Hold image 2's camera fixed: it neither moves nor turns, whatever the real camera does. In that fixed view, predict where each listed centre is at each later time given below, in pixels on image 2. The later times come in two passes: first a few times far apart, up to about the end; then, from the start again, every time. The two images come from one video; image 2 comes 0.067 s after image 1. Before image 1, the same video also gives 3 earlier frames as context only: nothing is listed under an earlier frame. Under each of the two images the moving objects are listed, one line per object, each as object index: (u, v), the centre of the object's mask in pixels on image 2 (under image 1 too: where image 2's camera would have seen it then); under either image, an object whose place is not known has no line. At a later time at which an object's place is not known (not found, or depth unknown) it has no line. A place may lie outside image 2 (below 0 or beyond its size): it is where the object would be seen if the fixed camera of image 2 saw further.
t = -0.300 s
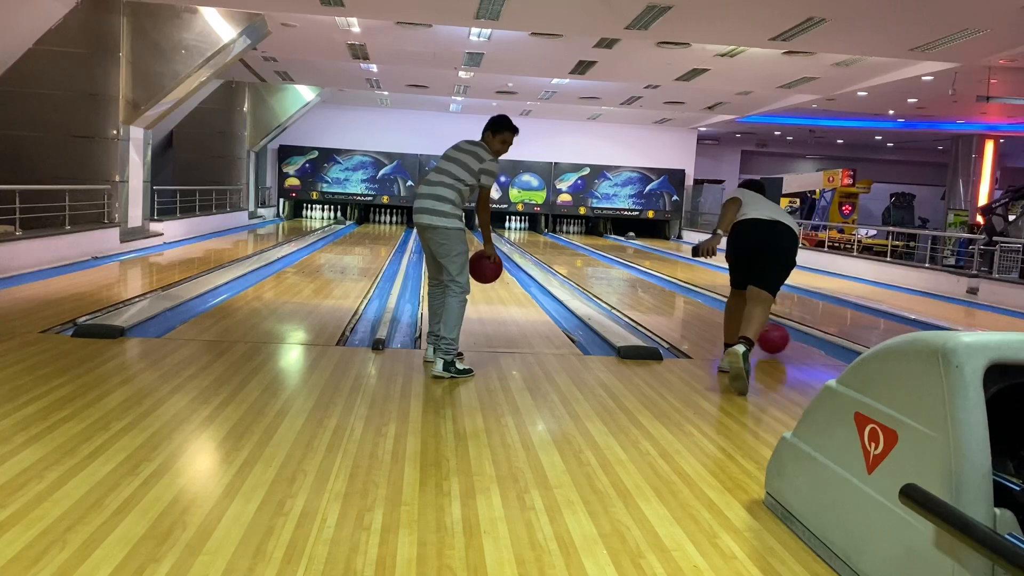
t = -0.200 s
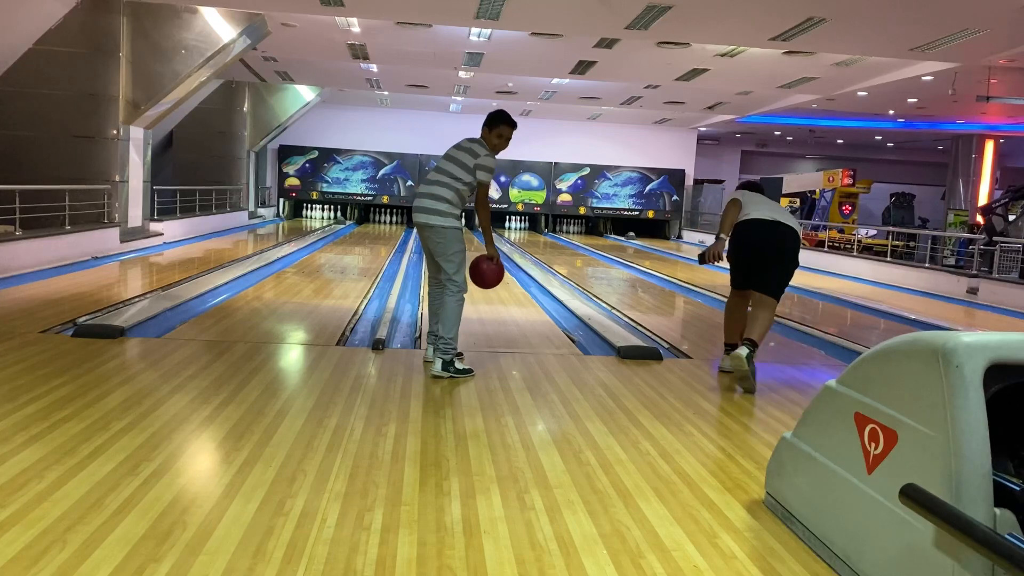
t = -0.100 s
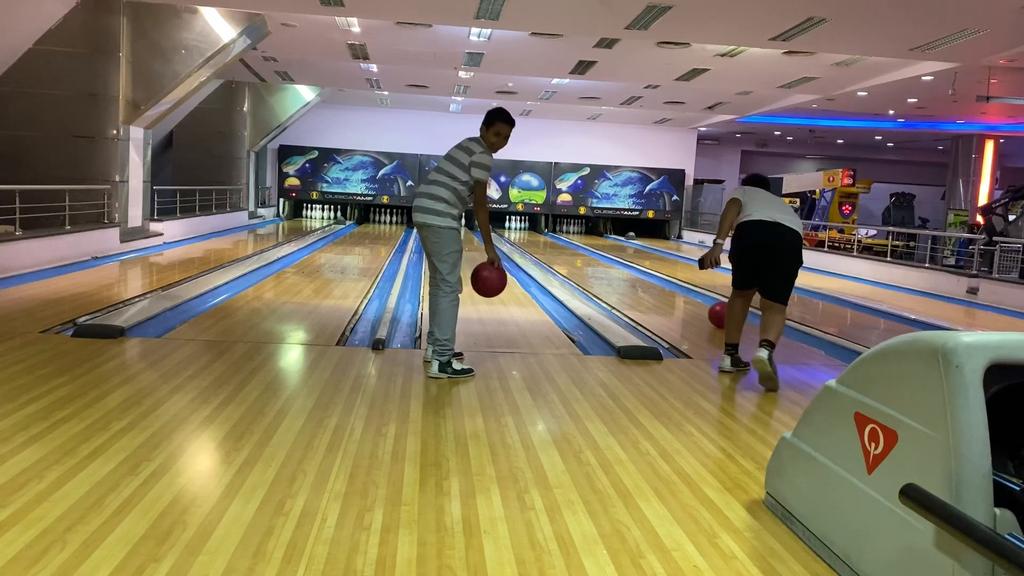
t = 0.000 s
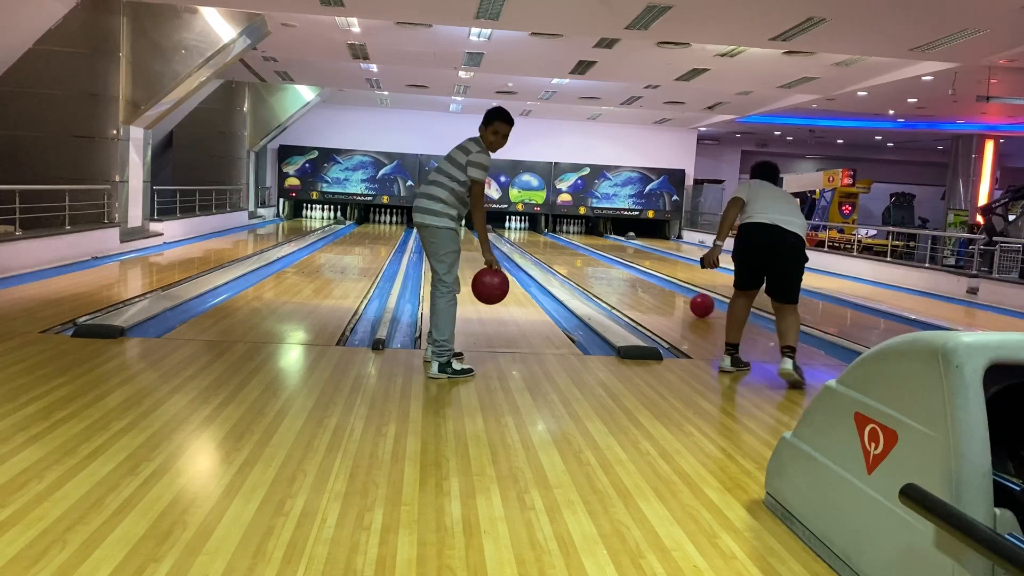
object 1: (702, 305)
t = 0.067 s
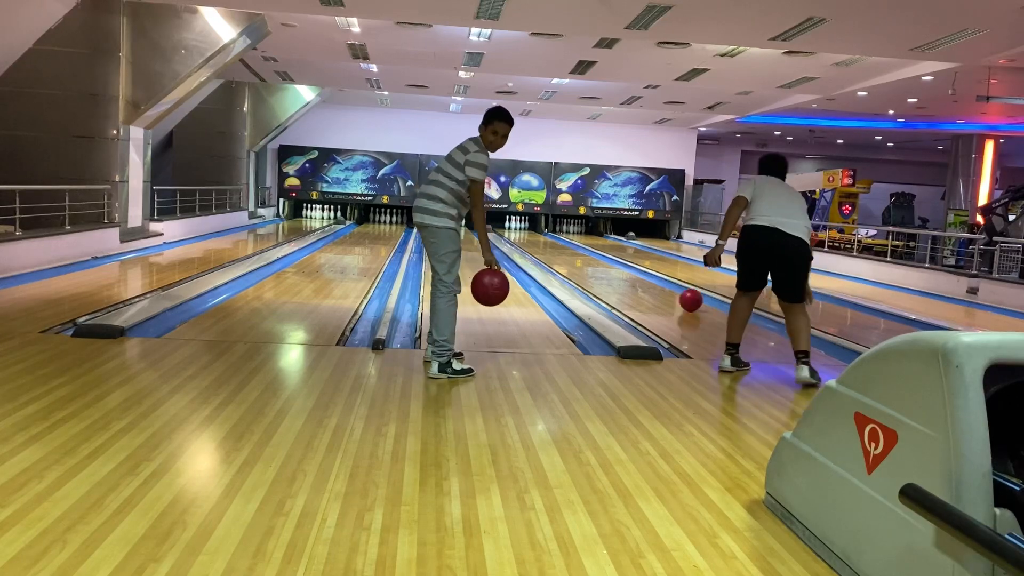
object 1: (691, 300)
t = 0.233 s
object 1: (667, 289)
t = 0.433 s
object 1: (645, 279)
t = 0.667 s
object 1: (625, 269)
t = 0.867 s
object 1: (611, 263)
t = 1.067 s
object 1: (599, 258)
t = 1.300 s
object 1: (588, 253)
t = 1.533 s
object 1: (580, 249)
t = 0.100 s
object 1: (685, 297)
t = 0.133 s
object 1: (681, 295)
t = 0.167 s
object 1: (676, 293)
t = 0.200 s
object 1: (671, 291)
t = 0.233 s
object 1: (667, 289)
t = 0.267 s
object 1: (663, 287)
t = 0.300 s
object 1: (659, 285)
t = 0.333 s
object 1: (655, 283)
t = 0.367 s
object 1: (652, 281)
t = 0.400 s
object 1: (648, 280)
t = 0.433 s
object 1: (645, 279)
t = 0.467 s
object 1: (641, 277)
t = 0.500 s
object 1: (638, 275)
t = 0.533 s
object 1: (636, 274)
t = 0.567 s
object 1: (633, 273)
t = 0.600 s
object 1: (630, 272)
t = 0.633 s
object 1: (627, 270)
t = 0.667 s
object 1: (625, 269)
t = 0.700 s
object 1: (622, 268)
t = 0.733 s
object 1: (620, 267)
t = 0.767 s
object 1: (617, 266)
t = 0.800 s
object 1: (615, 265)
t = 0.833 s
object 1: (613, 264)
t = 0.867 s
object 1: (611, 263)
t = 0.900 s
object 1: (609, 262)
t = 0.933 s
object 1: (607, 261)
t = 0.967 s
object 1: (605, 260)
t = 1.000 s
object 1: (603, 259)
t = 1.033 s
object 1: (601, 259)
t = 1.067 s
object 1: (599, 258)
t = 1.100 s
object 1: (598, 257)
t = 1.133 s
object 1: (596, 257)
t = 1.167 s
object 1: (595, 256)
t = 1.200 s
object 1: (593, 255)
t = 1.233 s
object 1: (592, 254)
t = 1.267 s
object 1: (590, 254)
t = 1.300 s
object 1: (588, 253)
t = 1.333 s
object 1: (587, 253)
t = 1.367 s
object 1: (586, 252)
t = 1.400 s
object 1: (584, 251)
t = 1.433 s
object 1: (583, 251)
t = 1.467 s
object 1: (582, 250)
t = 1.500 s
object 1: (581, 250)
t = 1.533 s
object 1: (580, 249)
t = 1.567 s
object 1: (578, 249)
